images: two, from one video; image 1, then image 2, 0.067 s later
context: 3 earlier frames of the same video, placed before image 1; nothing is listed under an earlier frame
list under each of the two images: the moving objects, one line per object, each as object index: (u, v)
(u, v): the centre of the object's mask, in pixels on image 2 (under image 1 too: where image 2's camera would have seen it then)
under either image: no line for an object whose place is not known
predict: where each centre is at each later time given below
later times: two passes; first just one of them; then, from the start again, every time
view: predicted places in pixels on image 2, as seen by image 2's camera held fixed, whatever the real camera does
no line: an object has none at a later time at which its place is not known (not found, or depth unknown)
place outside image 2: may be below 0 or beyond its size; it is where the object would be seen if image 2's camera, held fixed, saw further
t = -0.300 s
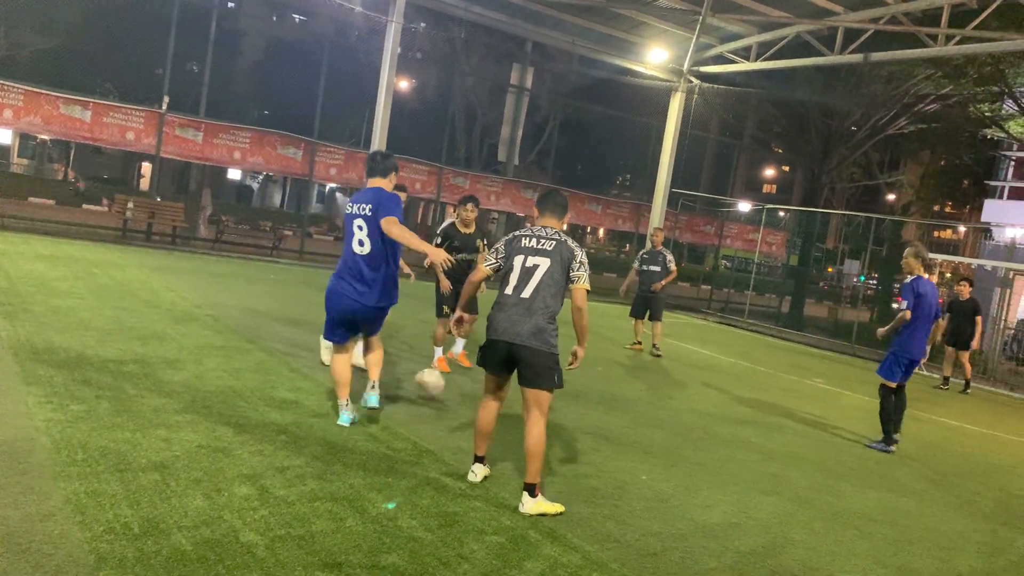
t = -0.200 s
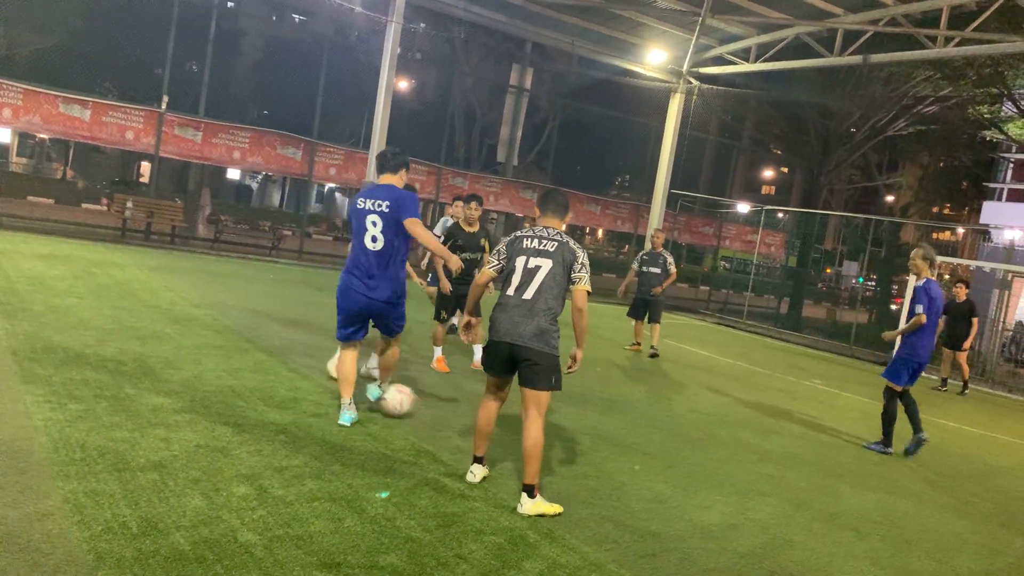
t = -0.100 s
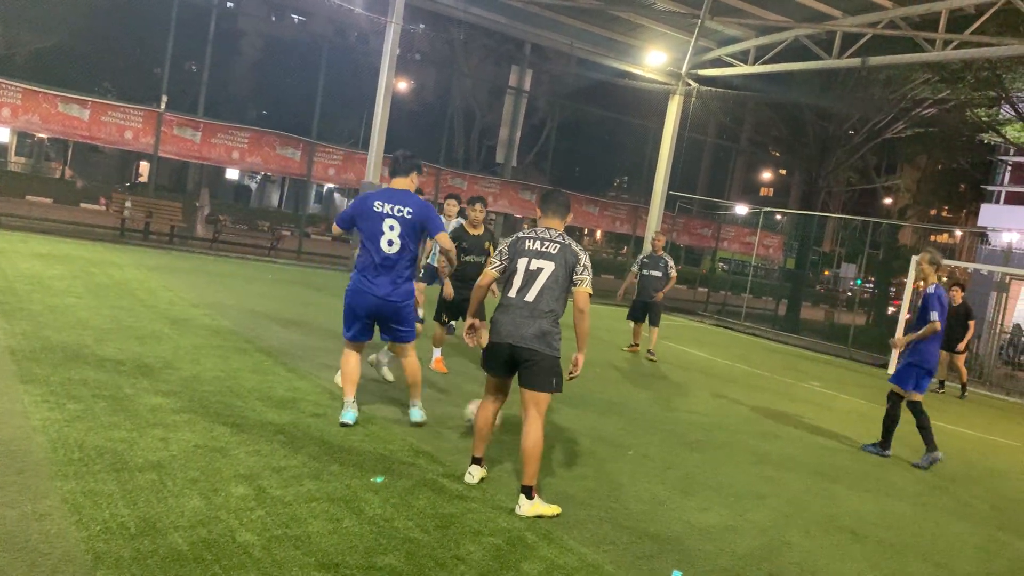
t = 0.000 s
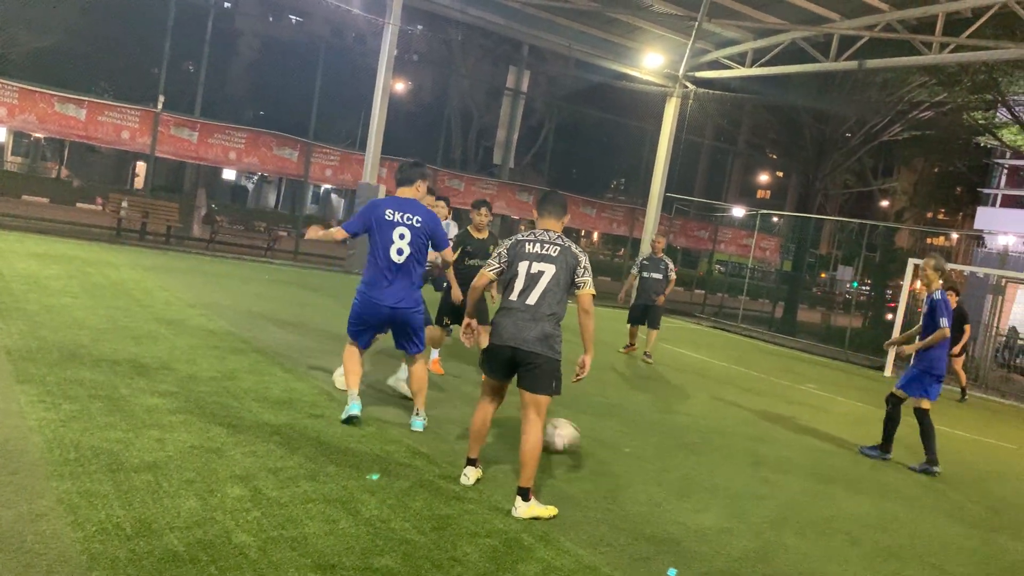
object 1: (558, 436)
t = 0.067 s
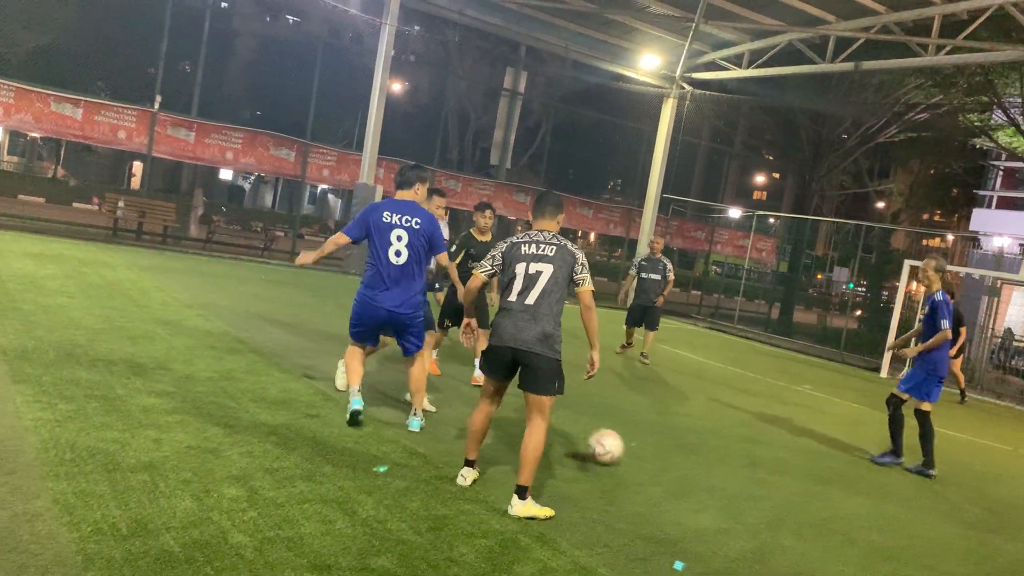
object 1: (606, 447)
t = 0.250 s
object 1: (728, 474)
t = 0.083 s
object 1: (617, 449)
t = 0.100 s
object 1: (629, 452)
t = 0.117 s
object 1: (642, 454)
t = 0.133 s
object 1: (653, 457)
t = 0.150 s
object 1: (664, 460)
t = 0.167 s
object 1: (674, 463)
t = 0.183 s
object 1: (685, 464)
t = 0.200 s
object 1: (695, 466)
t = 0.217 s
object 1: (706, 469)
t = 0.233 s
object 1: (717, 471)
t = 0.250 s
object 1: (728, 474)
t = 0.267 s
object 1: (738, 476)
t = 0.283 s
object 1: (748, 479)
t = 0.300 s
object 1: (759, 482)
